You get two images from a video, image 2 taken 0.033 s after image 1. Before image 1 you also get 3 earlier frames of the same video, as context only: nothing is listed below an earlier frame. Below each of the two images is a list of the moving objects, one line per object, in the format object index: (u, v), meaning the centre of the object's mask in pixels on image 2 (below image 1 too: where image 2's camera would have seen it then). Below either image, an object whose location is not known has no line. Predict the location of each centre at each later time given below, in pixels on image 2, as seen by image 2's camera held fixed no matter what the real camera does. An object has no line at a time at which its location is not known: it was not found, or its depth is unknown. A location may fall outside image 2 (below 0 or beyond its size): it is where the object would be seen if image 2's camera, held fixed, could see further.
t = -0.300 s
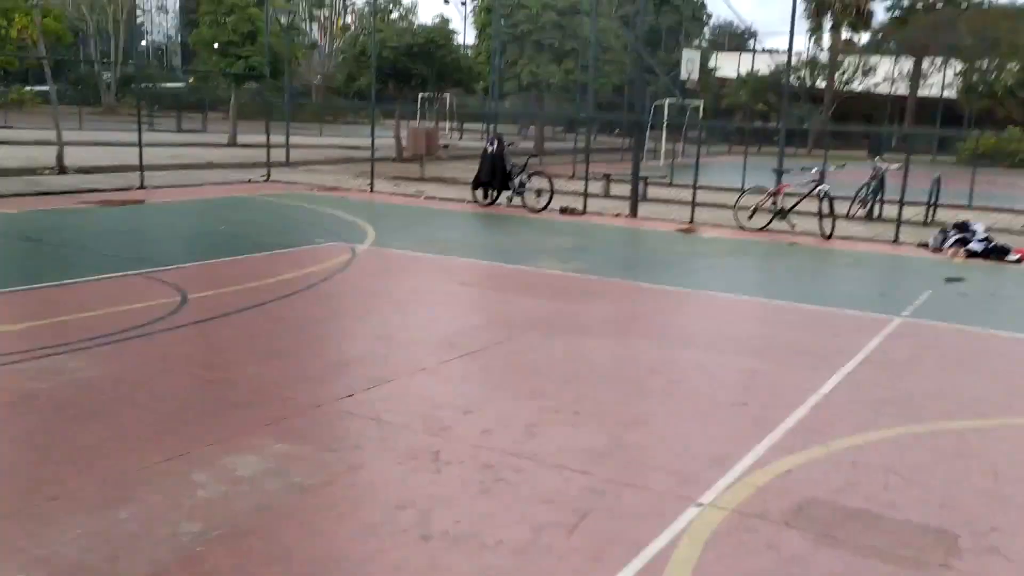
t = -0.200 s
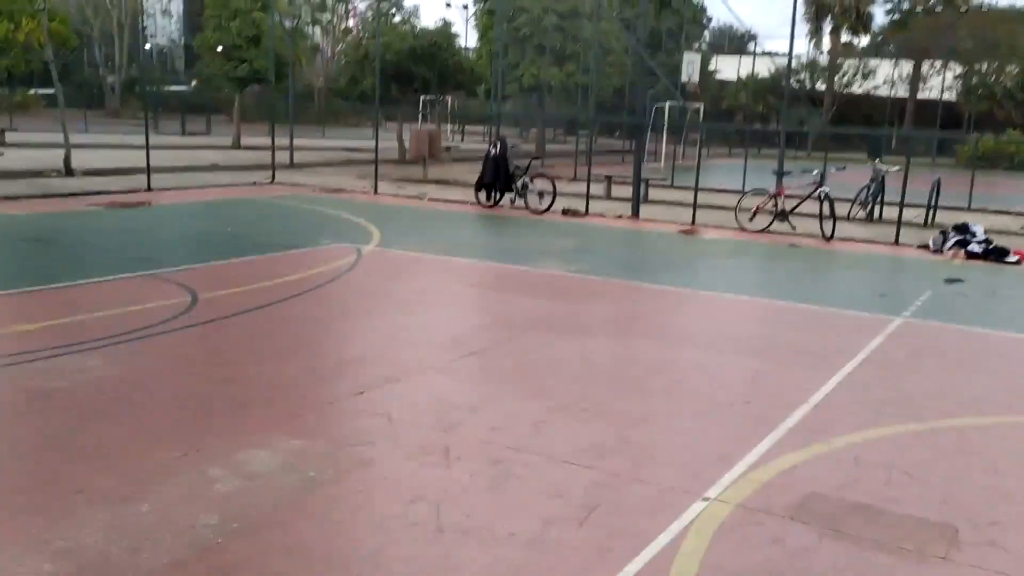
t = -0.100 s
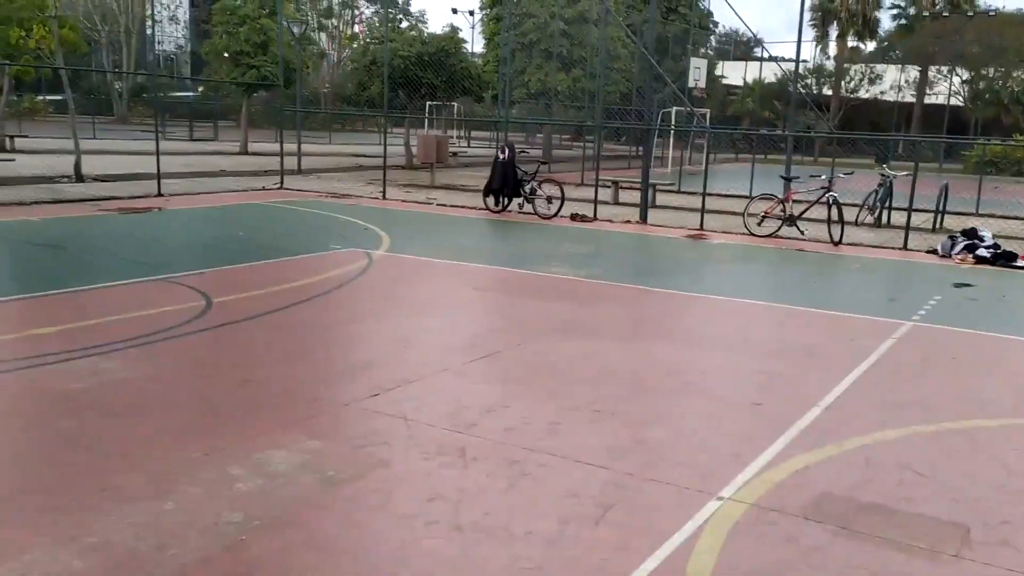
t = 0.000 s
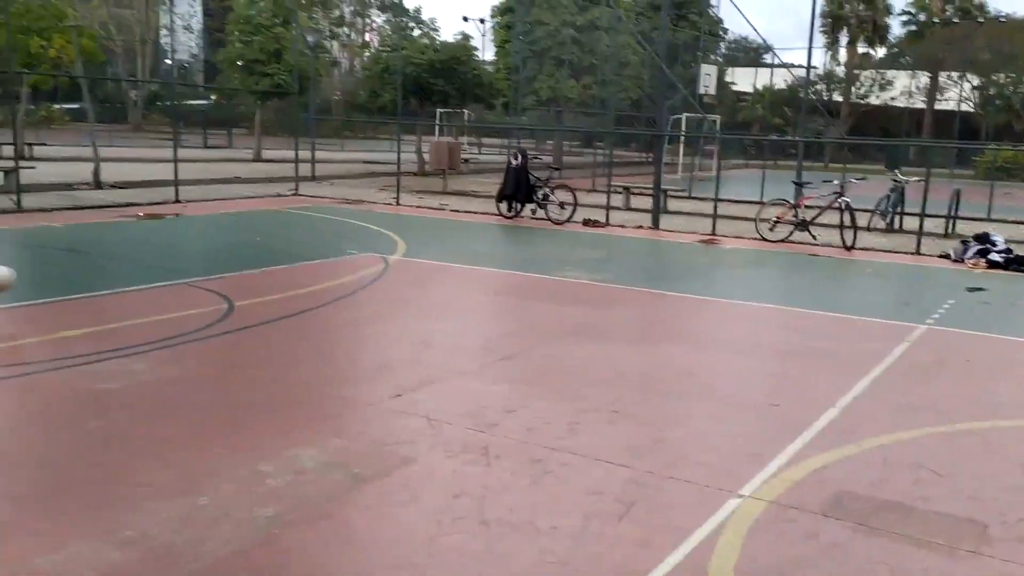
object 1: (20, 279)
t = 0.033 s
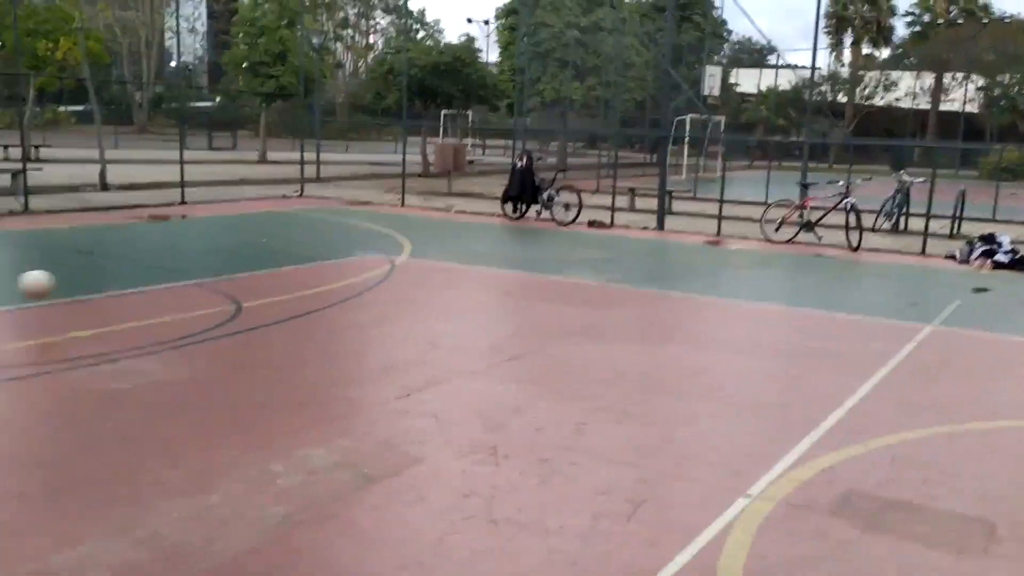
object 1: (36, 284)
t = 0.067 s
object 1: (66, 289)
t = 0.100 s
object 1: (97, 298)
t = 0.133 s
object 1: (130, 309)
